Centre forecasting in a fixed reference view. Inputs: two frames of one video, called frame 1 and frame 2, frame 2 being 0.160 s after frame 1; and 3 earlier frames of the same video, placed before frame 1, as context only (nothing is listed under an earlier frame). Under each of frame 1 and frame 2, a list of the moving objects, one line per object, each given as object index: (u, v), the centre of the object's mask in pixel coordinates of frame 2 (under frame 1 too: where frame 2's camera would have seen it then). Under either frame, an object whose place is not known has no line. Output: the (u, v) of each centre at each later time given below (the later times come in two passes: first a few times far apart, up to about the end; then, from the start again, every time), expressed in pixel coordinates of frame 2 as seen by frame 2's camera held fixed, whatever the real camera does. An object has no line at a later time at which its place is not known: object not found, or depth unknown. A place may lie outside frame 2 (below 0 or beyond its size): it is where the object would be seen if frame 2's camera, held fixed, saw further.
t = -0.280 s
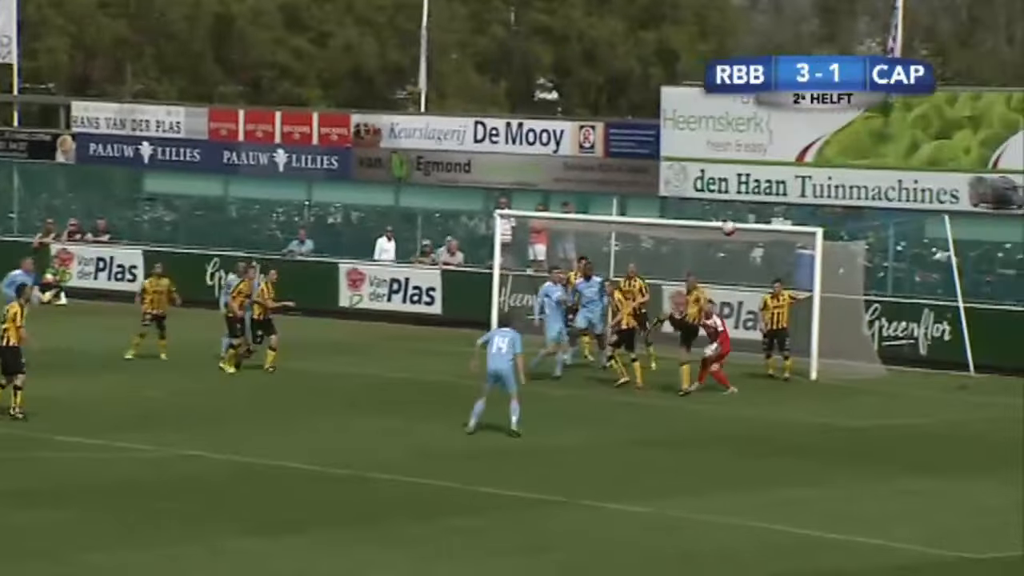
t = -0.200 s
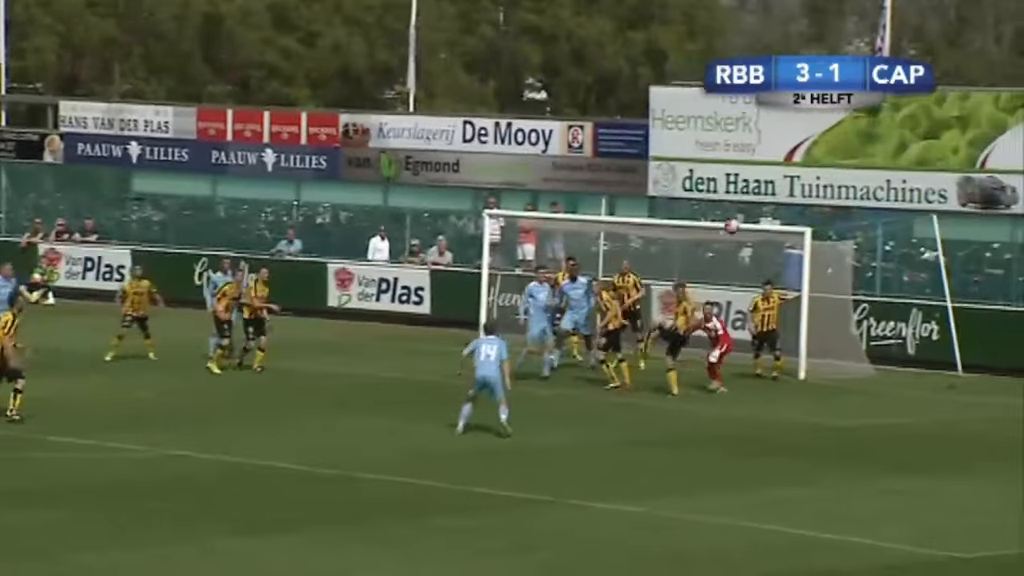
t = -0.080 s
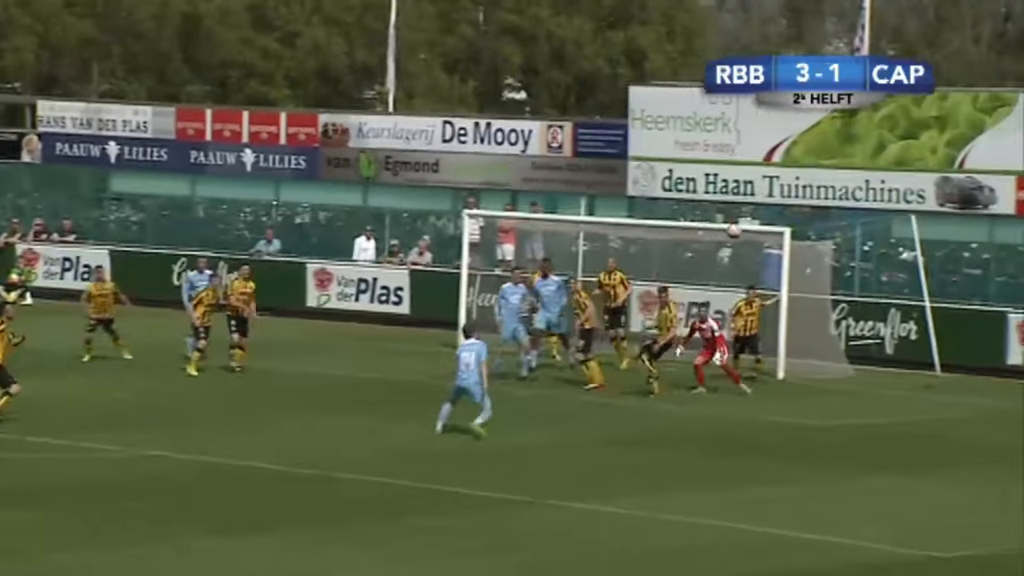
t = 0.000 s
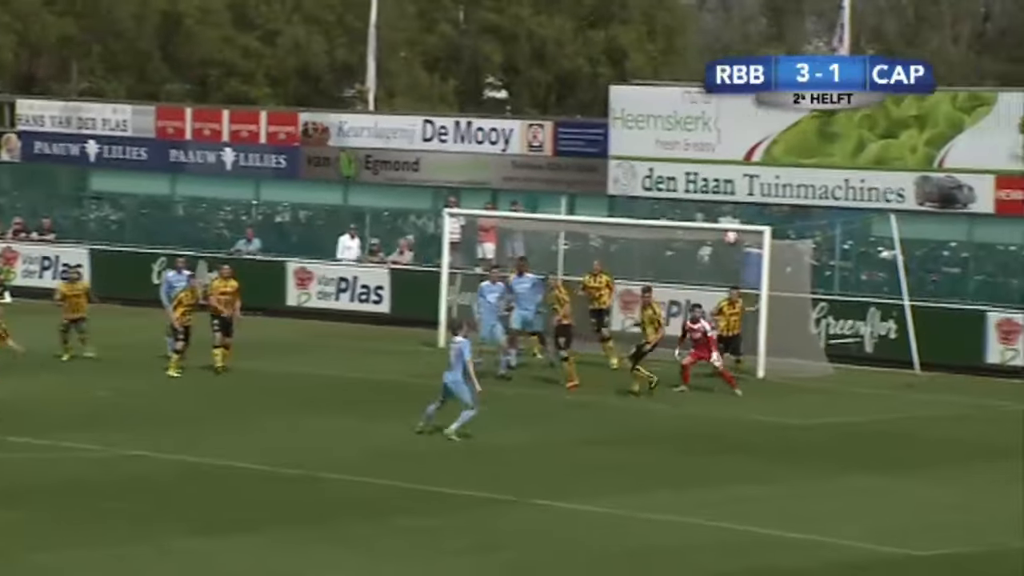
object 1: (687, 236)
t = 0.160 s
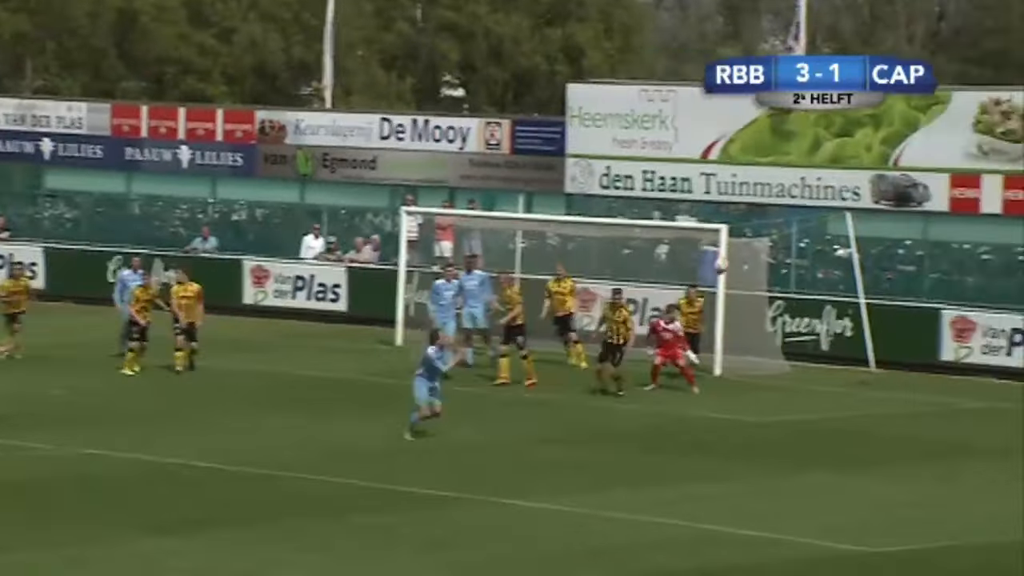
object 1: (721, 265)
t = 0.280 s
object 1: (748, 297)
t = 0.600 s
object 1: (830, 438)
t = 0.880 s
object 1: (882, 422)
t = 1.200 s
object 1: (936, 434)
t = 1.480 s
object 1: (982, 484)
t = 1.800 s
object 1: (1042, 495)
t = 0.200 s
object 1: (731, 274)
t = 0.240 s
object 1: (740, 286)
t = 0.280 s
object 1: (748, 297)
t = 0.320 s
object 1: (758, 310)
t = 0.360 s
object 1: (767, 325)
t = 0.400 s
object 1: (778, 343)
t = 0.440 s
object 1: (788, 358)
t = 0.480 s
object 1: (797, 375)
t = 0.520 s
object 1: (809, 395)
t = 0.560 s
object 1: (820, 416)
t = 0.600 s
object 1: (830, 438)
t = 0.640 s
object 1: (840, 460)
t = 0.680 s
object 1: (847, 458)
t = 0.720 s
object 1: (855, 448)
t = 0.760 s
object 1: (862, 440)
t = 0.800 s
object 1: (869, 433)
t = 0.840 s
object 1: (876, 428)
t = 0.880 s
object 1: (882, 422)
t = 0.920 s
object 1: (890, 420)
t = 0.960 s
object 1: (897, 419)
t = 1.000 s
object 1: (903, 417)
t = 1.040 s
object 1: (911, 418)
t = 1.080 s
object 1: (917, 420)
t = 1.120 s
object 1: (923, 423)
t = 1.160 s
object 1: (930, 427)
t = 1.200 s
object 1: (936, 434)
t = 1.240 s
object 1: (943, 440)
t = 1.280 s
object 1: (950, 449)
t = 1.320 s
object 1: (955, 459)
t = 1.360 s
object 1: (962, 469)
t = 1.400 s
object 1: (968, 483)
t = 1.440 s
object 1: (974, 489)
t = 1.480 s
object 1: (982, 484)
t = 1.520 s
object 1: (989, 481)
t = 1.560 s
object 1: (997, 479)
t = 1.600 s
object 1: (1005, 478)
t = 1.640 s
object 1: (1012, 478)
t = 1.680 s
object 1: (1020, 481)
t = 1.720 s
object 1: (1027, 485)
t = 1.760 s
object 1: (1035, 489)
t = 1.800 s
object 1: (1042, 495)
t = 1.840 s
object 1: (1050, 503)
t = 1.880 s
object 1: (1056, 509)
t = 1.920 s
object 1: (1064, 508)
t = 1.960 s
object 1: (1072, 507)
